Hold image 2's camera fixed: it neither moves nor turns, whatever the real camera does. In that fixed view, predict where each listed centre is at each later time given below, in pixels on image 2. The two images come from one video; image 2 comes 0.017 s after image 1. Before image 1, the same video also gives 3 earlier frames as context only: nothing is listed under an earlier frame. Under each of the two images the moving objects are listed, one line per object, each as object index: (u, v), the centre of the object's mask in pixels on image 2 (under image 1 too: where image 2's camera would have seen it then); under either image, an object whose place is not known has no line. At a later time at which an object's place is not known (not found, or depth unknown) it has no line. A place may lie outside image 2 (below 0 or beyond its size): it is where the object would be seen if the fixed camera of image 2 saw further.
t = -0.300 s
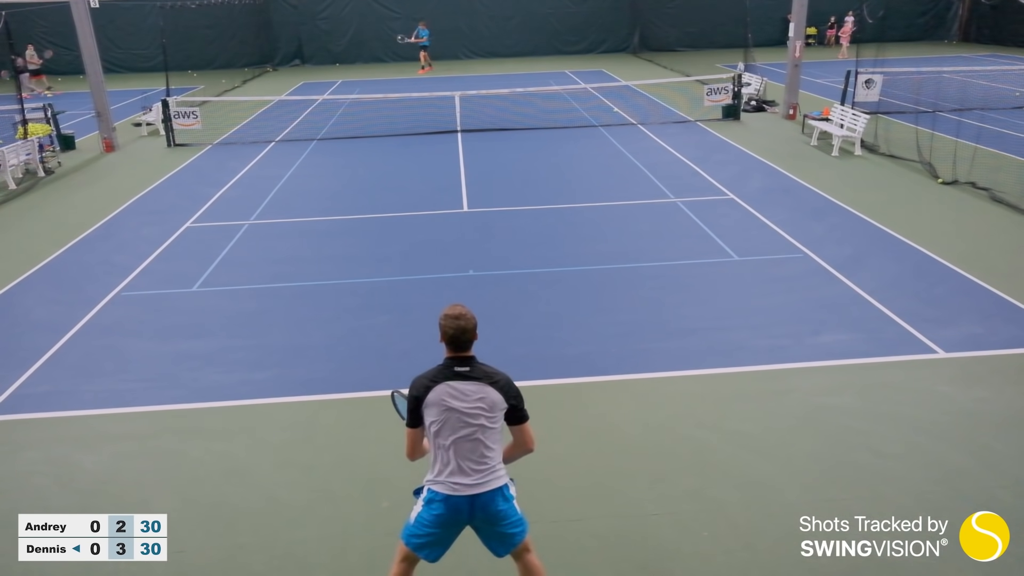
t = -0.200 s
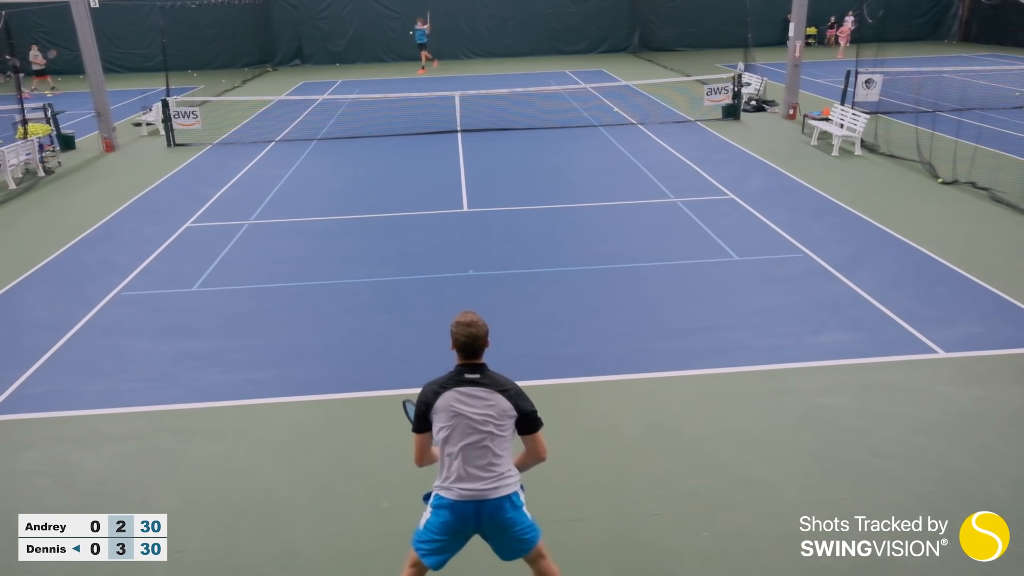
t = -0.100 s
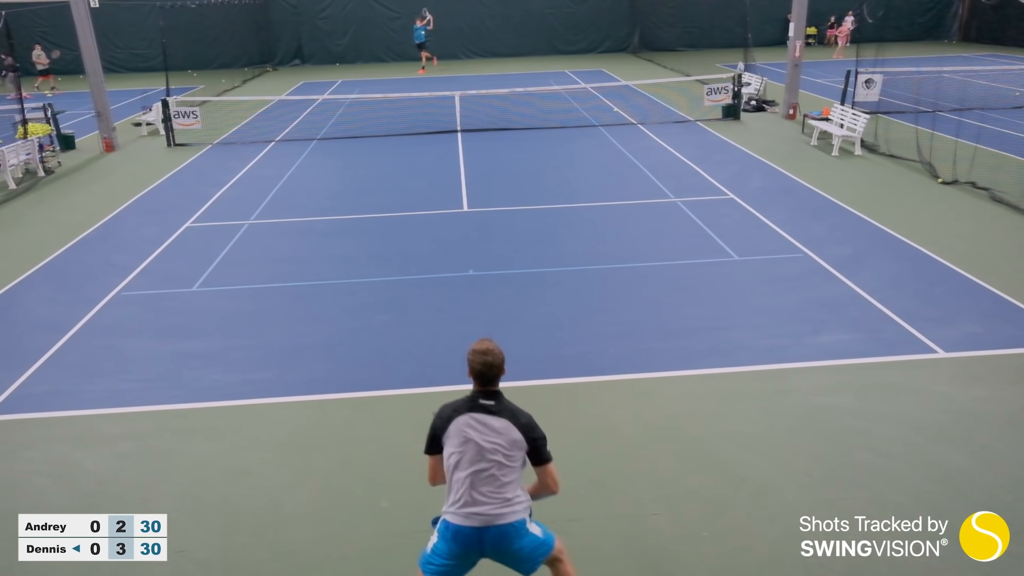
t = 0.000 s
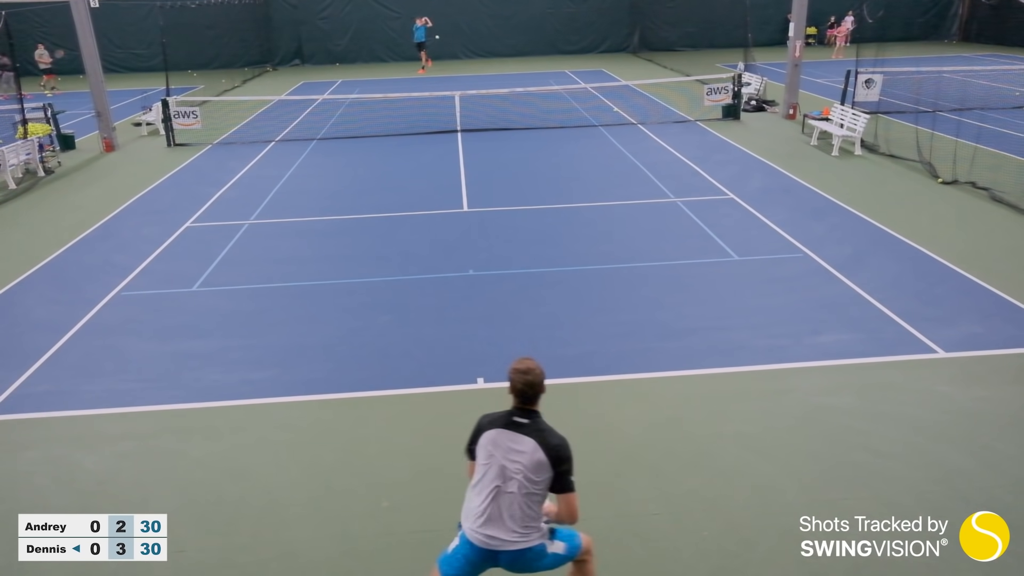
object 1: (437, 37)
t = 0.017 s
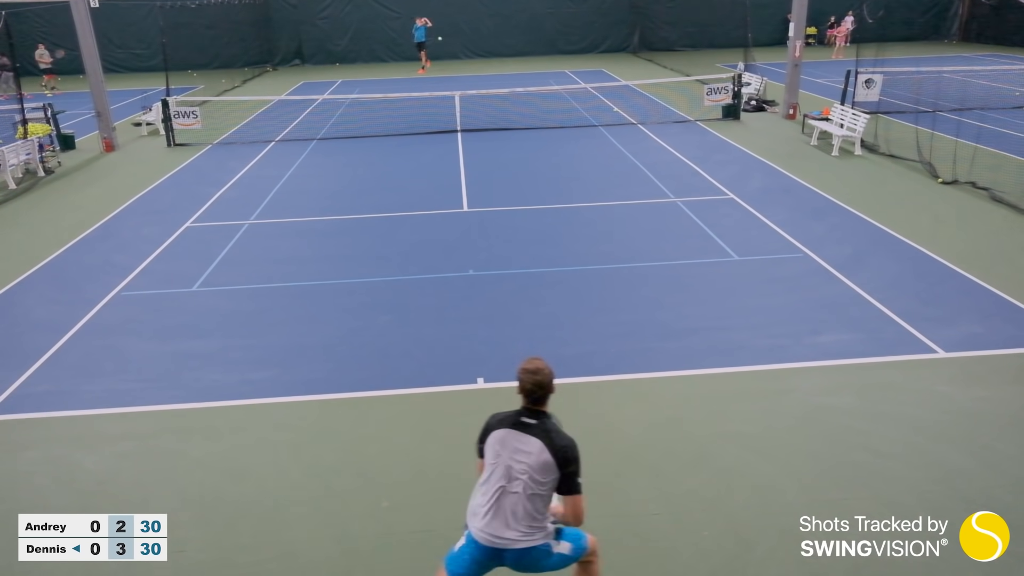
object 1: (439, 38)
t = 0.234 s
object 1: (482, 77)
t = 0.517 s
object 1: (578, 234)
